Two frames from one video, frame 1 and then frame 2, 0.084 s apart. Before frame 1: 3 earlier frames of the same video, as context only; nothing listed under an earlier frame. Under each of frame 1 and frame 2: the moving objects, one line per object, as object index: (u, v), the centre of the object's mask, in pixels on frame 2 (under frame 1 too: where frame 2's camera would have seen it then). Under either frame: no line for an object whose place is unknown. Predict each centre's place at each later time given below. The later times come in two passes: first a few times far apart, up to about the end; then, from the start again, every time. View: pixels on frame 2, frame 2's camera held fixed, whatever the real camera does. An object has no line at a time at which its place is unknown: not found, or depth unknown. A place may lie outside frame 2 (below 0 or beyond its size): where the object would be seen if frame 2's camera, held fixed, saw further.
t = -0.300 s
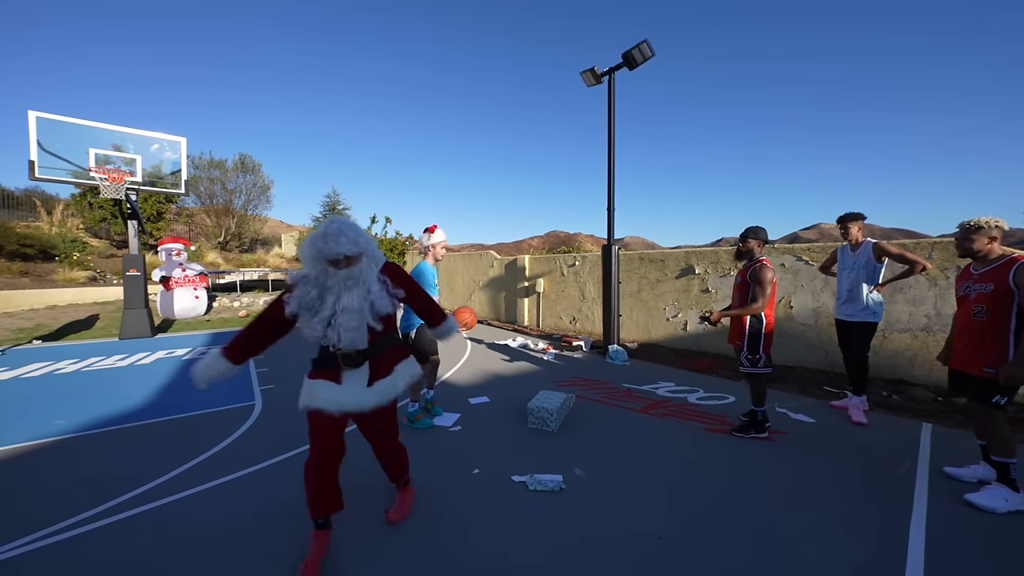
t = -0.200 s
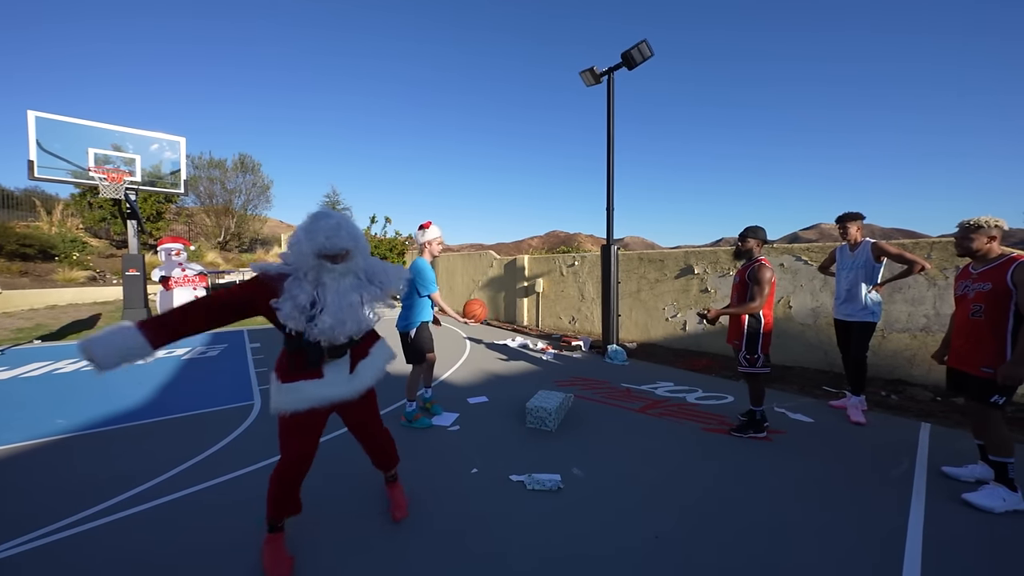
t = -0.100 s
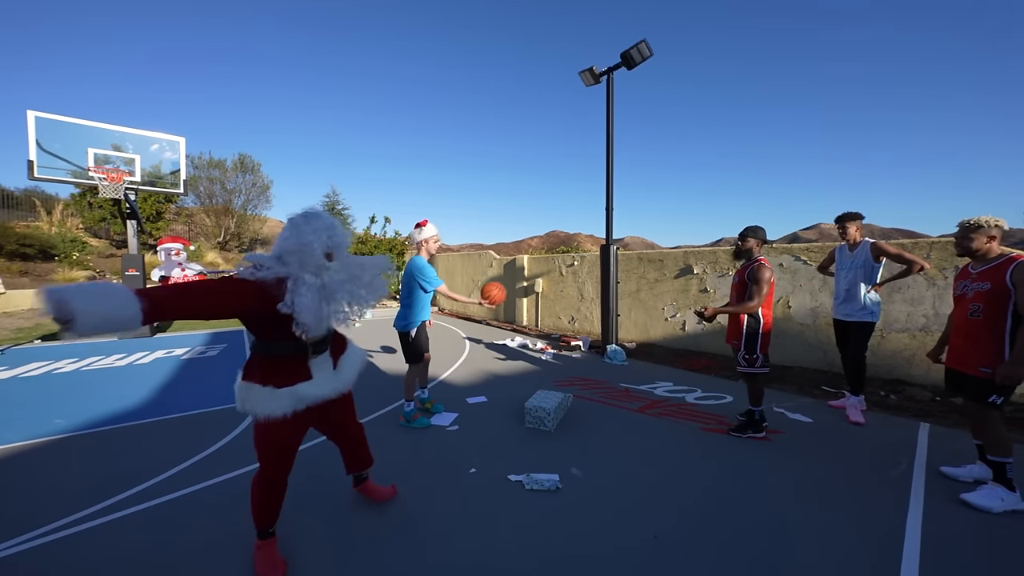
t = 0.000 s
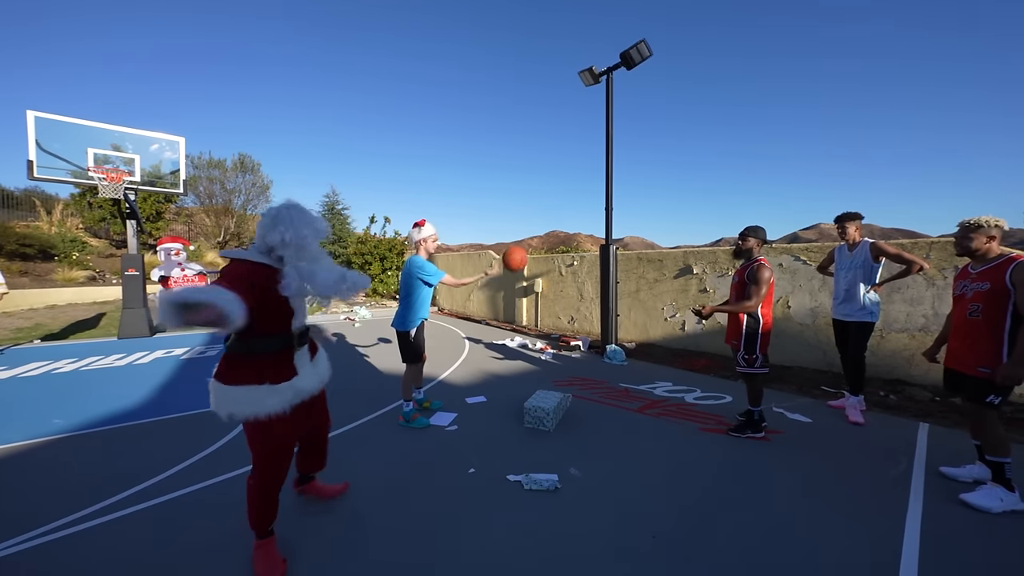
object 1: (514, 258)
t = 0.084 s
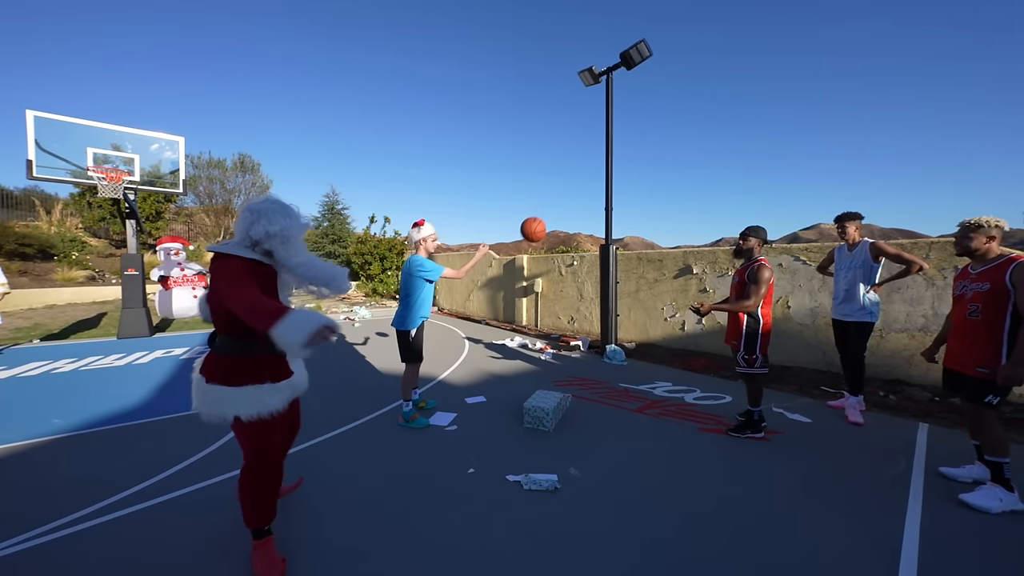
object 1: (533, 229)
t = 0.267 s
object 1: (574, 190)
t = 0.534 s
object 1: (637, 197)
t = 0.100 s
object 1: (537, 224)
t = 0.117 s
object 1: (540, 219)
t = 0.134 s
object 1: (544, 215)
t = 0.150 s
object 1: (548, 211)
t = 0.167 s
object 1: (552, 207)
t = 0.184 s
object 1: (556, 203)
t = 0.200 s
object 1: (559, 200)
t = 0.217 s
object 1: (563, 197)
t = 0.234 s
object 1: (567, 194)
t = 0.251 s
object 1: (571, 192)
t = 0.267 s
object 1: (574, 190)
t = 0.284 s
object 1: (578, 188)
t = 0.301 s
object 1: (582, 186)
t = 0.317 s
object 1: (586, 186)
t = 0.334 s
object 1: (590, 185)
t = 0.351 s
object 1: (594, 184)
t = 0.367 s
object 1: (598, 184)
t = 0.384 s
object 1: (601, 184)
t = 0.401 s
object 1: (605, 184)
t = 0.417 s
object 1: (609, 184)
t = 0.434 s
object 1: (613, 185)
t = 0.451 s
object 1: (618, 187)
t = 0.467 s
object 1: (622, 188)
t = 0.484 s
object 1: (625, 190)
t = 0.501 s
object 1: (629, 192)
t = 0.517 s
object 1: (633, 194)
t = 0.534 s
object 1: (637, 197)
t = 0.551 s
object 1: (641, 200)
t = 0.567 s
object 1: (645, 203)
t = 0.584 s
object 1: (649, 207)
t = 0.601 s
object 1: (653, 211)
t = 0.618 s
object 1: (657, 215)
